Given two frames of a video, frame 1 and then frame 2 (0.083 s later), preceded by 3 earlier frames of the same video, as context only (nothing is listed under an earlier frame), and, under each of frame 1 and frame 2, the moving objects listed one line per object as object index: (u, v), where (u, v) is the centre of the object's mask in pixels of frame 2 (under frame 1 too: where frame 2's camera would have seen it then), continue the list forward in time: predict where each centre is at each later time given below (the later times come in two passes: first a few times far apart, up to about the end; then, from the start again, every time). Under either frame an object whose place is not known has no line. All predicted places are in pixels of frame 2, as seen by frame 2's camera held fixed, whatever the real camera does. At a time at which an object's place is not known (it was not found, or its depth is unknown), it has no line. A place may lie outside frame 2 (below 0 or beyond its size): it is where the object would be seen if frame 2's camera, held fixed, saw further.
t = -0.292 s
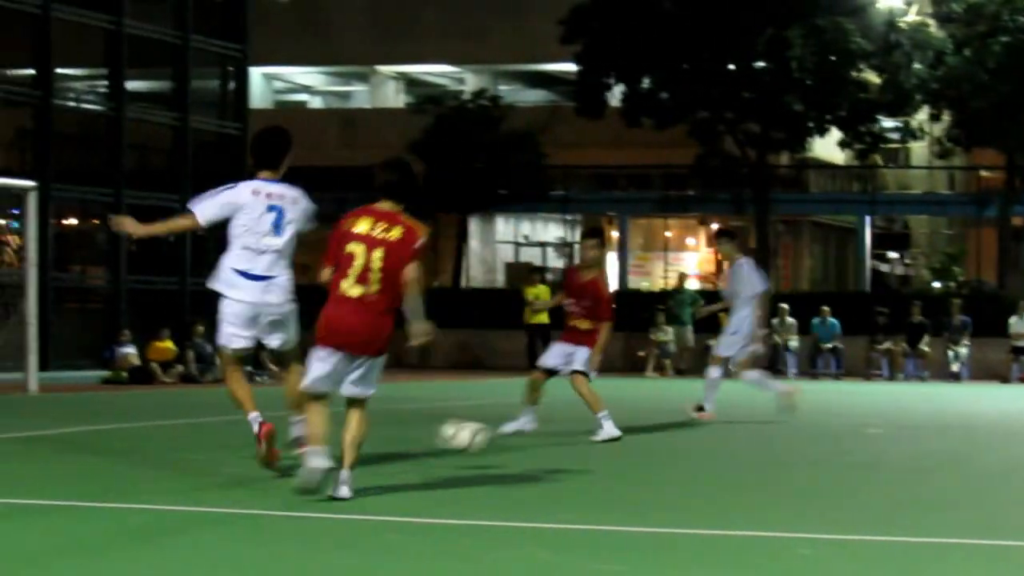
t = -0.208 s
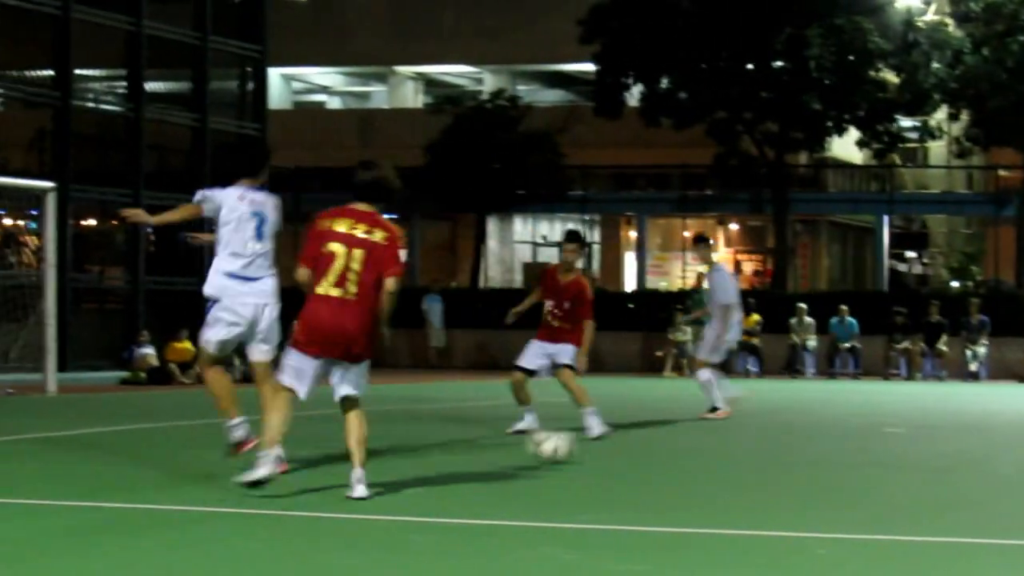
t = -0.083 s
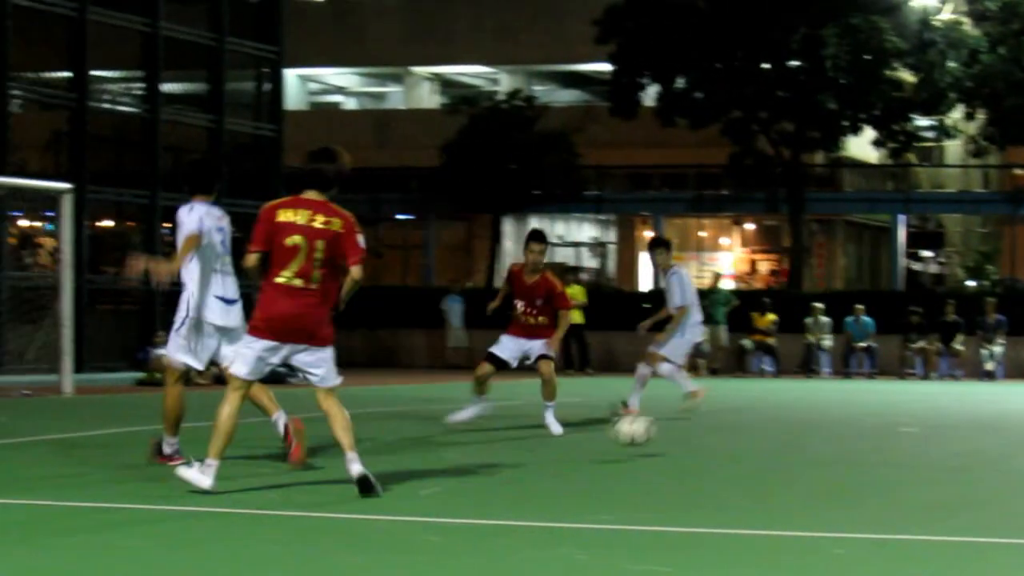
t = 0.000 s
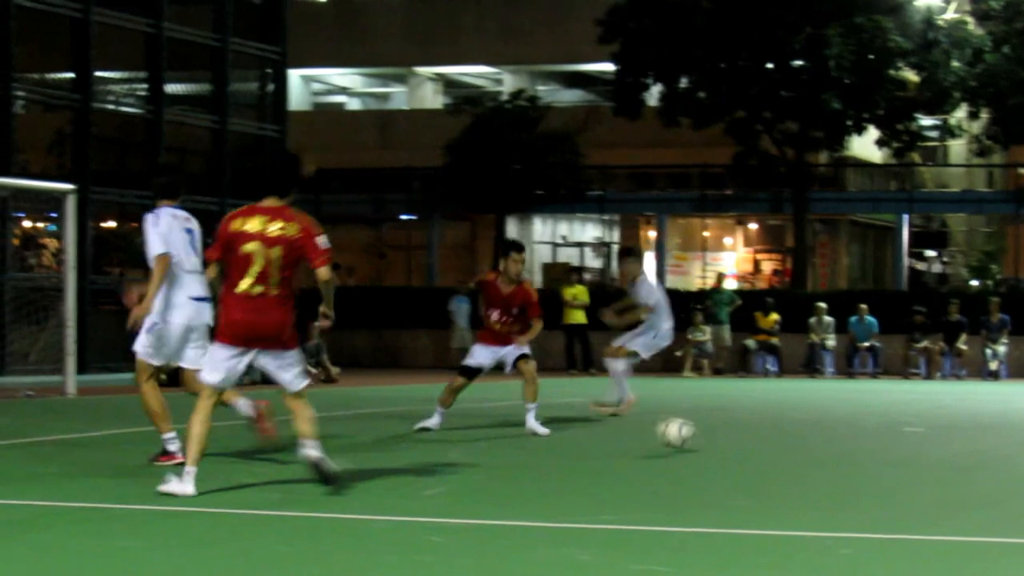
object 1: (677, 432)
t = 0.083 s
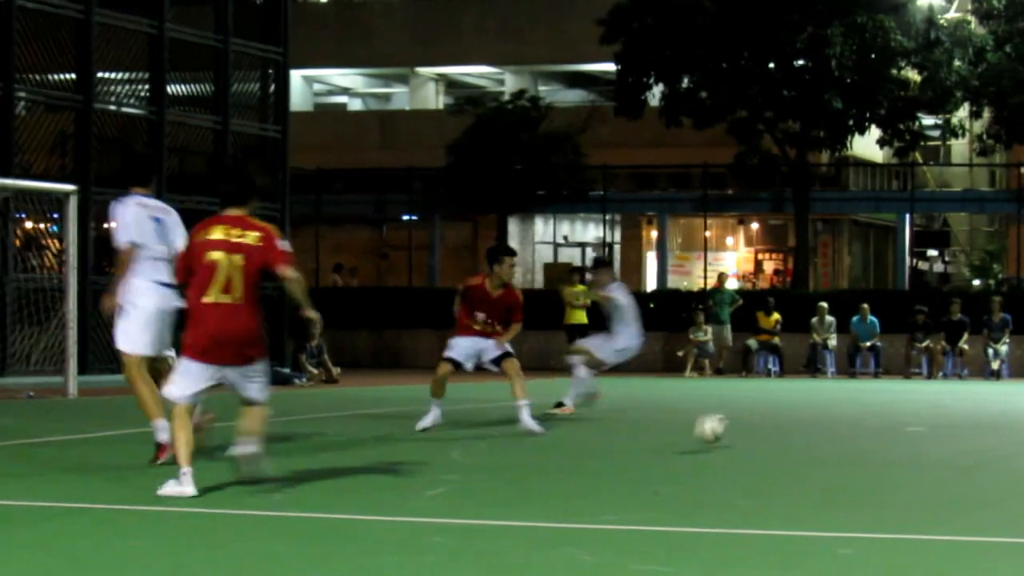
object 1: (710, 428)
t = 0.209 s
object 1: (750, 425)
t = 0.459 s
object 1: (825, 420)
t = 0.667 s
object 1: (877, 413)
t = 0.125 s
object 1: (726, 424)
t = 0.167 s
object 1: (739, 424)
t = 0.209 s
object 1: (750, 425)
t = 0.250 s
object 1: (765, 428)
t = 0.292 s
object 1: (778, 424)
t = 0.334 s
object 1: (790, 422)
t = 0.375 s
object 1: (801, 422)
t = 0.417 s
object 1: (813, 423)
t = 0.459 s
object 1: (825, 420)
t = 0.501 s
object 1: (836, 417)
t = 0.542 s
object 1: (846, 416)
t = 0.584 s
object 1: (857, 418)
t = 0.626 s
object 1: (866, 416)
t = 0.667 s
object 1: (877, 413)
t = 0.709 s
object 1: (887, 412)
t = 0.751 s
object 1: (897, 413)
